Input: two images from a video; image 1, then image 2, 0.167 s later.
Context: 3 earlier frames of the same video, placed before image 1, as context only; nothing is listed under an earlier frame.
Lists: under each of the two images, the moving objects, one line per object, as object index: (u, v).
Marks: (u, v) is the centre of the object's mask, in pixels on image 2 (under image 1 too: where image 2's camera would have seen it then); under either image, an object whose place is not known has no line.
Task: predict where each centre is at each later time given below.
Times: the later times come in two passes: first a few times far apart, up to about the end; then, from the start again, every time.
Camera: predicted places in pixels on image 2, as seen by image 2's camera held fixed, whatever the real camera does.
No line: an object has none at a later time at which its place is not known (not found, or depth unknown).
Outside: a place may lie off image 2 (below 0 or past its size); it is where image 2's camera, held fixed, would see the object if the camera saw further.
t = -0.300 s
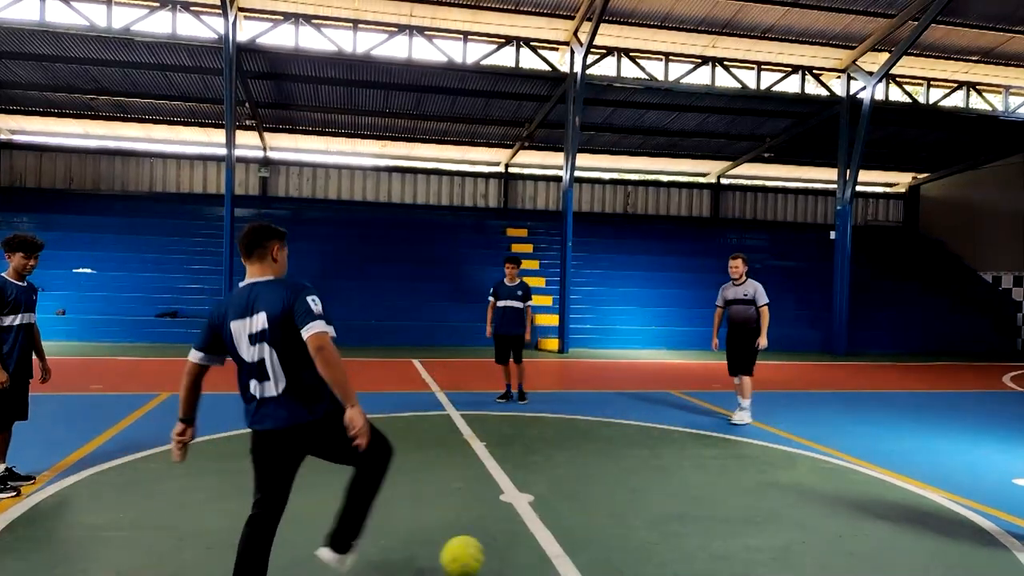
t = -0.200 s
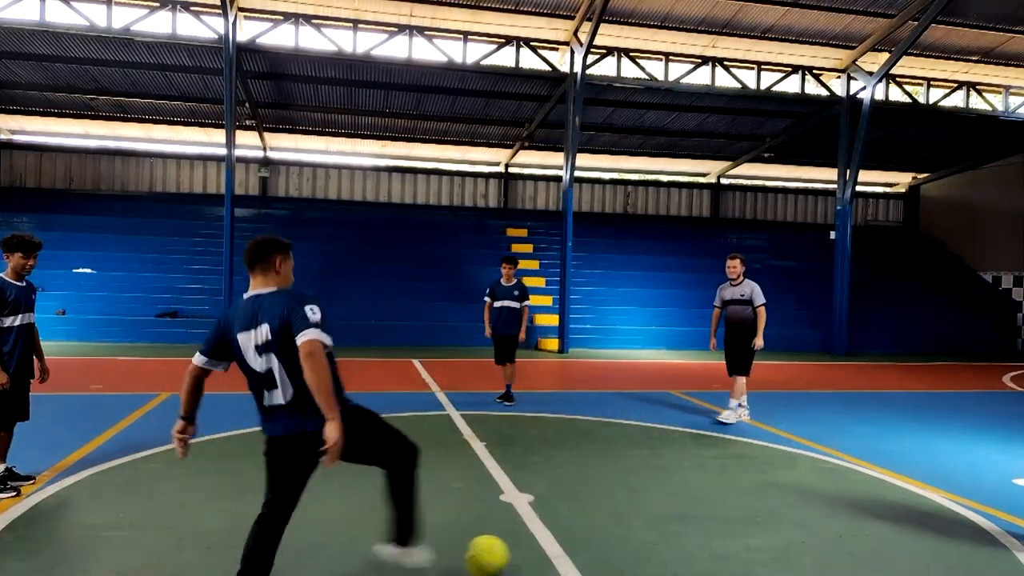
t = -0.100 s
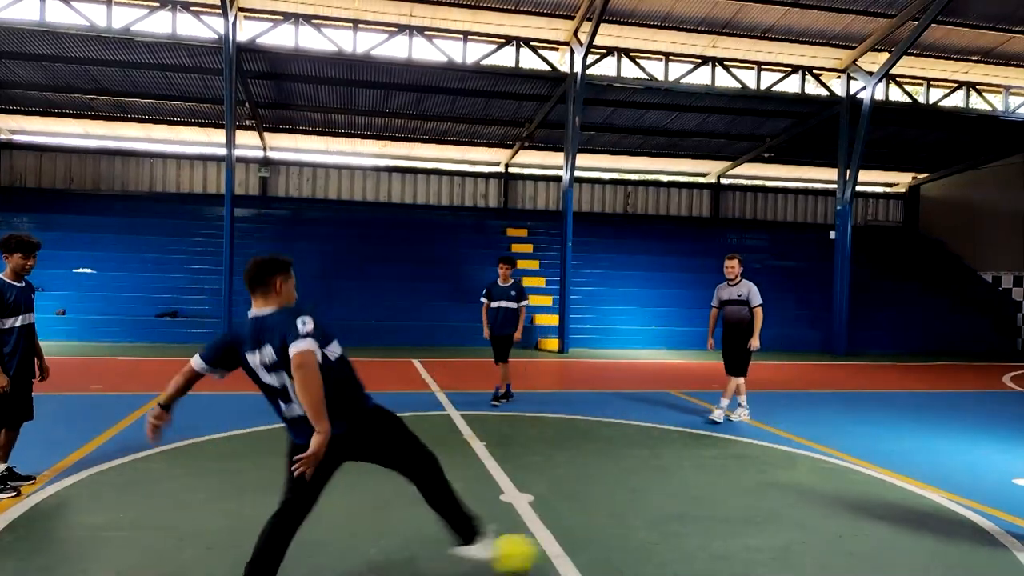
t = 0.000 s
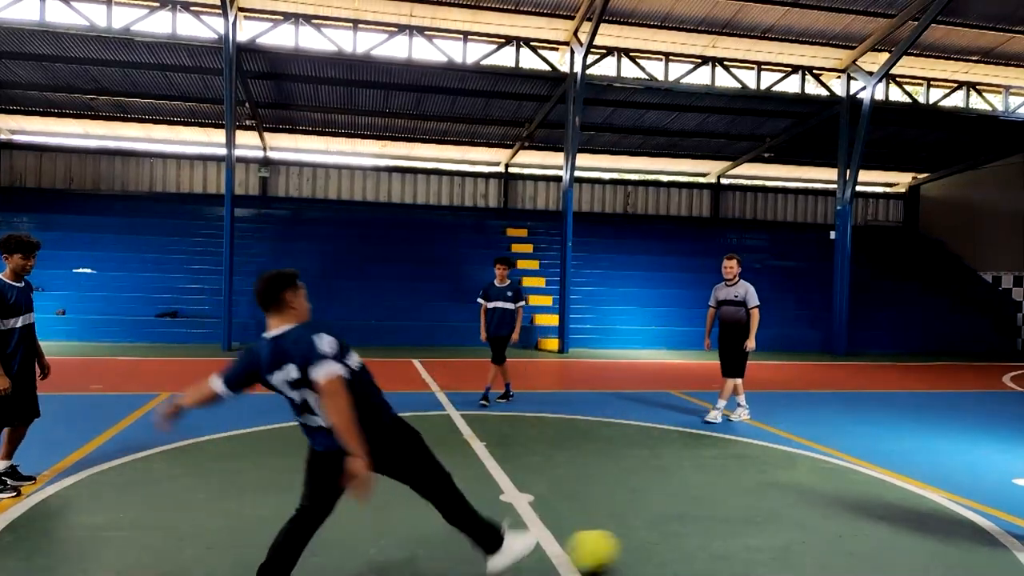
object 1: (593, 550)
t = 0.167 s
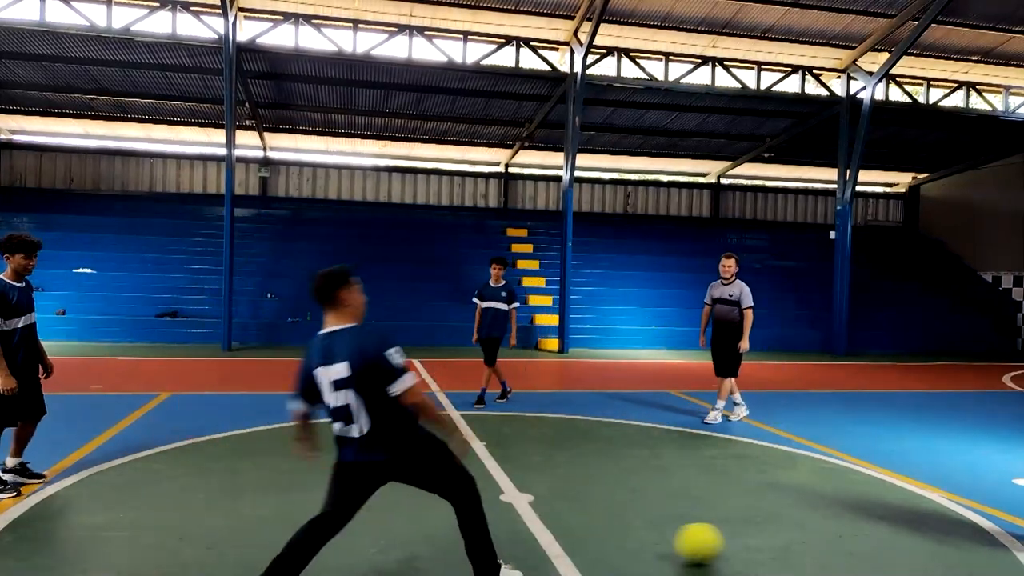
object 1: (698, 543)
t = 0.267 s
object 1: (755, 539)
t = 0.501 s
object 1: (878, 533)
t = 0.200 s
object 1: (717, 542)
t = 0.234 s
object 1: (736, 541)
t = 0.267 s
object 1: (755, 539)
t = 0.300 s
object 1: (774, 539)
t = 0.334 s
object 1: (792, 537)
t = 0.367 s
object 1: (809, 537)
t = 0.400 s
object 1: (826, 537)
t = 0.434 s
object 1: (843, 535)
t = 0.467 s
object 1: (861, 535)
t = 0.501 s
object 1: (878, 533)
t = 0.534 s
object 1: (894, 532)
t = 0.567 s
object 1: (910, 532)
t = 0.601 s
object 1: (926, 530)
